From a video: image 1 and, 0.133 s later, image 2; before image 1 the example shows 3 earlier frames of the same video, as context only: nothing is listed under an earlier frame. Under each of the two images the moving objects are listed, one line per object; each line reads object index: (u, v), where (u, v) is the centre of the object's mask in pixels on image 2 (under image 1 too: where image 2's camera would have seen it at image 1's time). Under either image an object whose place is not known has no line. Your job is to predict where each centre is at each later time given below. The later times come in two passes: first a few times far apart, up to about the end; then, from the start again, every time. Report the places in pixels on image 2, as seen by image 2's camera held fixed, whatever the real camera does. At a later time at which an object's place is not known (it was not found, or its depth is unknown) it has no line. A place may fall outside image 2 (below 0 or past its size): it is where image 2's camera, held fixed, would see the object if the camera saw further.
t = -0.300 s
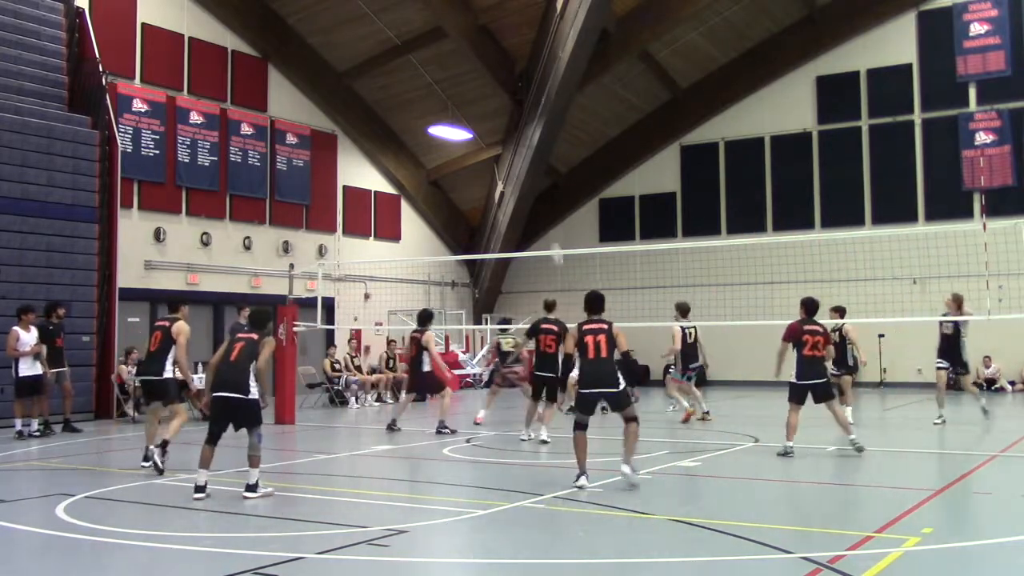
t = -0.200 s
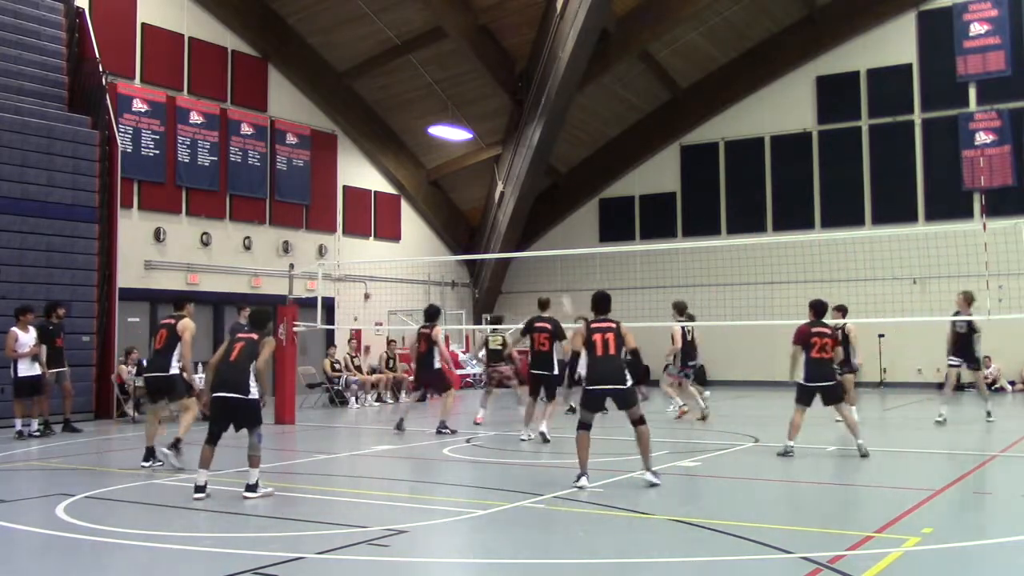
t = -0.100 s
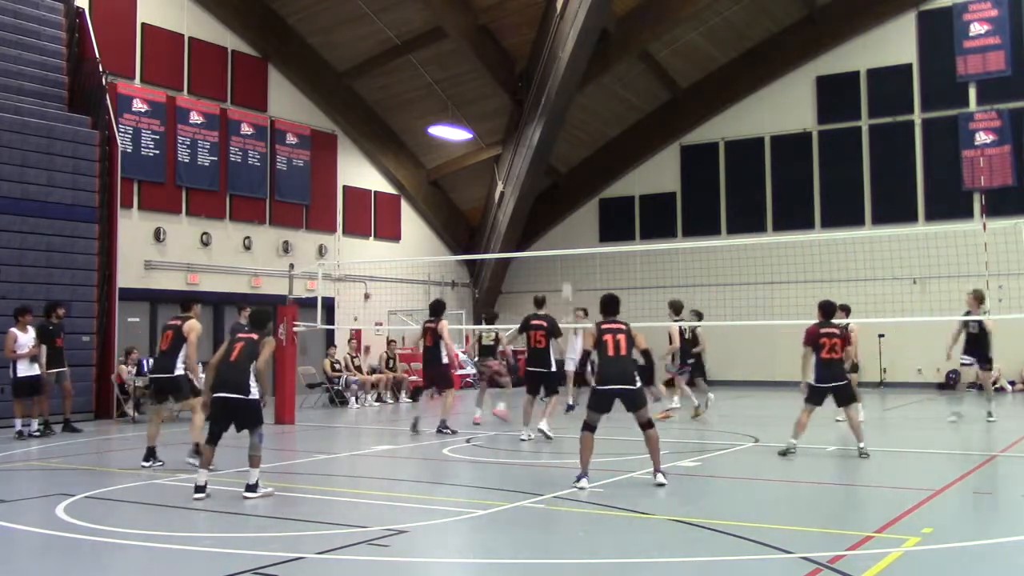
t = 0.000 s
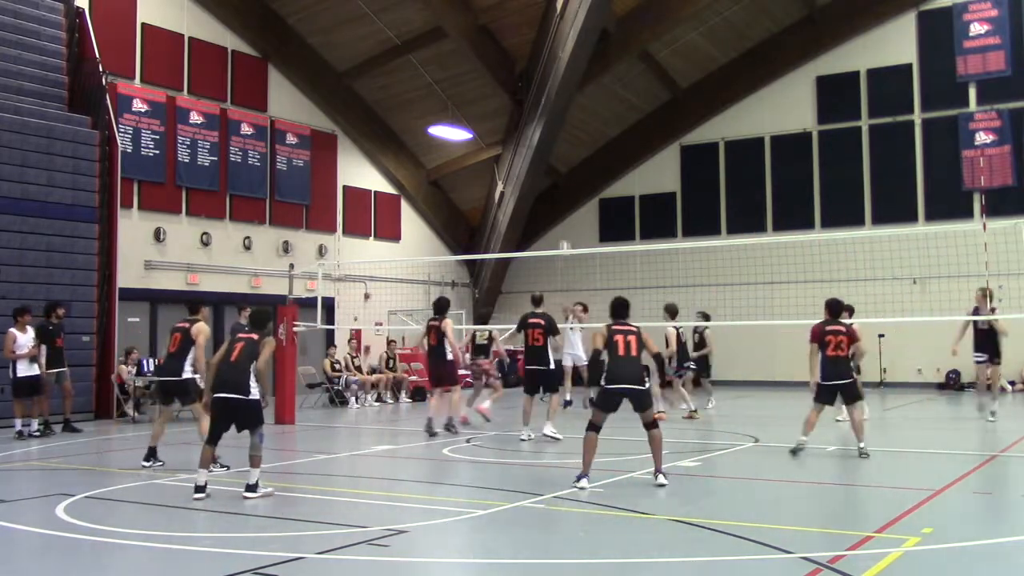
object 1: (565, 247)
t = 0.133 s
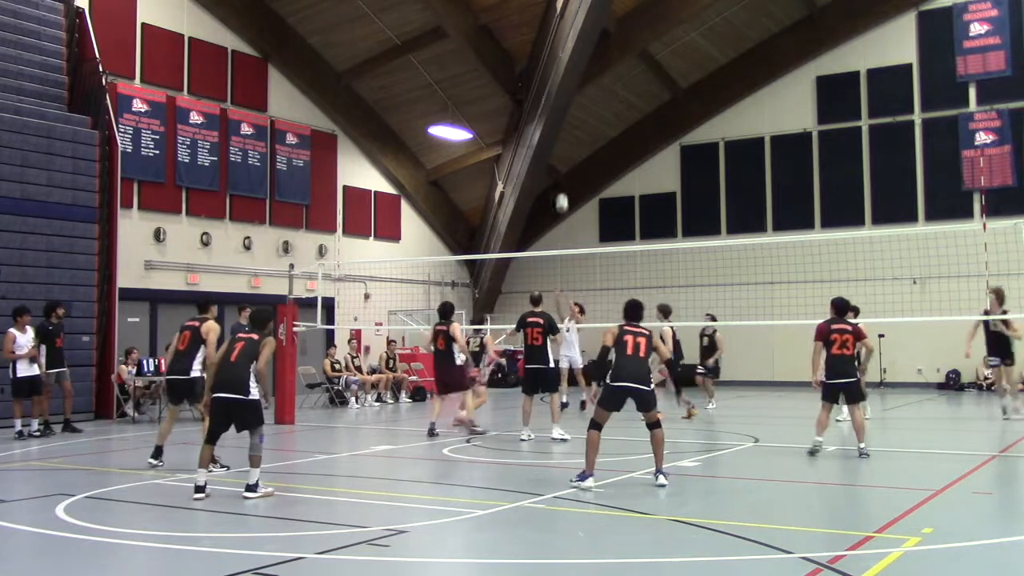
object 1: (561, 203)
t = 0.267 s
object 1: (559, 166)
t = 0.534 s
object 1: (554, 122)
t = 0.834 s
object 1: (549, 122)
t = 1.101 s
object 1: (544, 171)
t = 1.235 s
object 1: (542, 213)
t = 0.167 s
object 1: (561, 193)
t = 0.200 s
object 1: (560, 183)
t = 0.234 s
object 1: (560, 174)
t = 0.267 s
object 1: (559, 166)
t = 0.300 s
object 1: (558, 158)
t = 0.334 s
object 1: (558, 151)
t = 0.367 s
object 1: (557, 144)
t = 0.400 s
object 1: (557, 139)
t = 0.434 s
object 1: (556, 133)
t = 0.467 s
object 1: (555, 129)
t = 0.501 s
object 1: (555, 125)
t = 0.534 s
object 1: (554, 122)
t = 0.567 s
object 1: (553, 119)
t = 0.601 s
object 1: (553, 117)
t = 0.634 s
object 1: (552, 116)
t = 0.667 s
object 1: (551, 115)
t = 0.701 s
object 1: (551, 116)
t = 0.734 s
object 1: (551, 116)
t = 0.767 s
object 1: (550, 118)
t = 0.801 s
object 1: (549, 120)
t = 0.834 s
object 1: (549, 122)
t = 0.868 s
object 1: (548, 126)
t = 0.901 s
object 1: (548, 130)
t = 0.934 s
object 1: (547, 136)
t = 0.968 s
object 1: (546, 141)
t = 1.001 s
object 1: (546, 148)
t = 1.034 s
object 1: (545, 155)
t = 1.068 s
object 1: (545, 162)
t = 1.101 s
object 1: (544, 171)
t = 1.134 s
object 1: (544, 180)
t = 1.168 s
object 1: (544, 191)
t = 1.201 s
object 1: (543, 201)
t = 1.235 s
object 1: (542, 213)
